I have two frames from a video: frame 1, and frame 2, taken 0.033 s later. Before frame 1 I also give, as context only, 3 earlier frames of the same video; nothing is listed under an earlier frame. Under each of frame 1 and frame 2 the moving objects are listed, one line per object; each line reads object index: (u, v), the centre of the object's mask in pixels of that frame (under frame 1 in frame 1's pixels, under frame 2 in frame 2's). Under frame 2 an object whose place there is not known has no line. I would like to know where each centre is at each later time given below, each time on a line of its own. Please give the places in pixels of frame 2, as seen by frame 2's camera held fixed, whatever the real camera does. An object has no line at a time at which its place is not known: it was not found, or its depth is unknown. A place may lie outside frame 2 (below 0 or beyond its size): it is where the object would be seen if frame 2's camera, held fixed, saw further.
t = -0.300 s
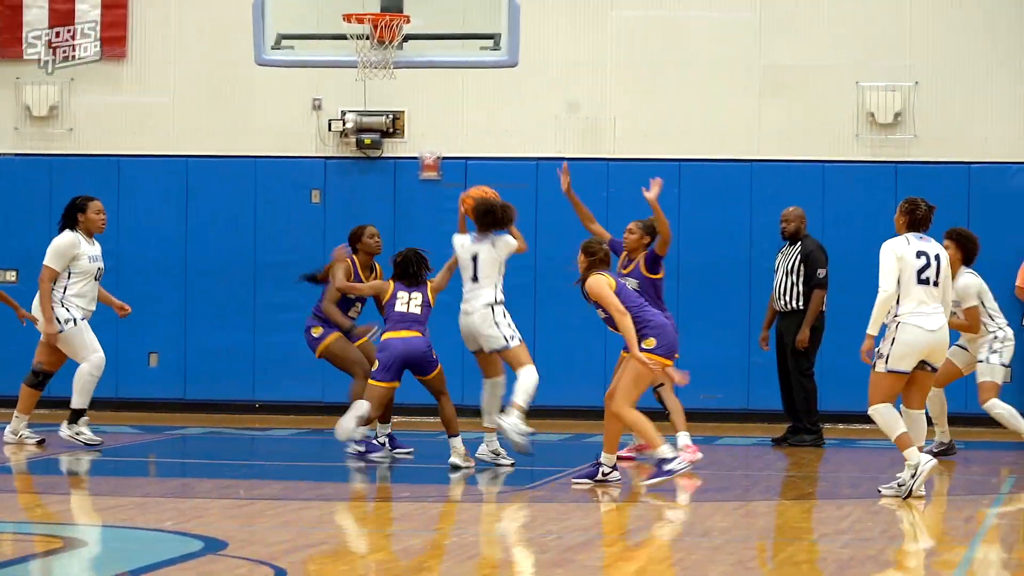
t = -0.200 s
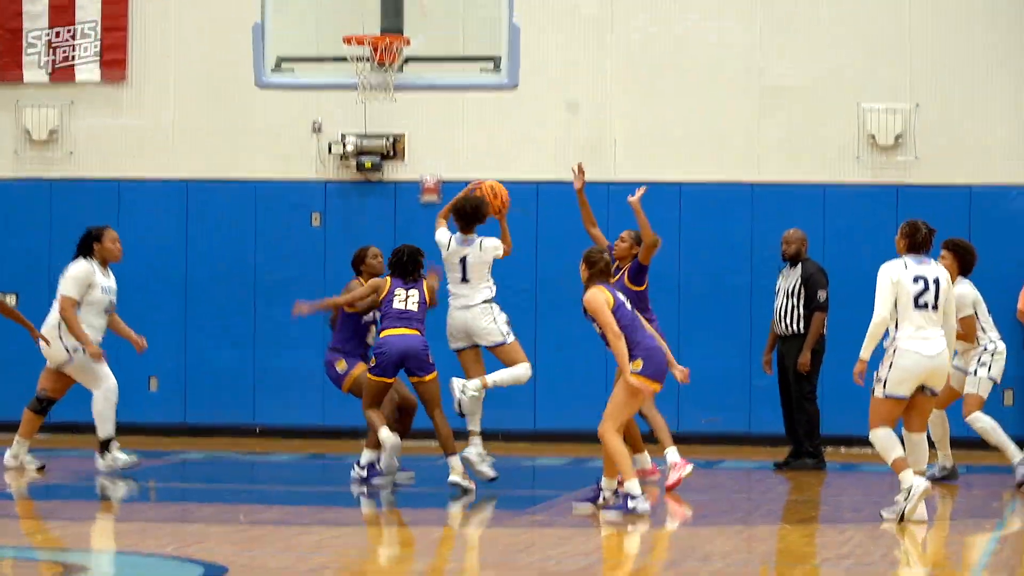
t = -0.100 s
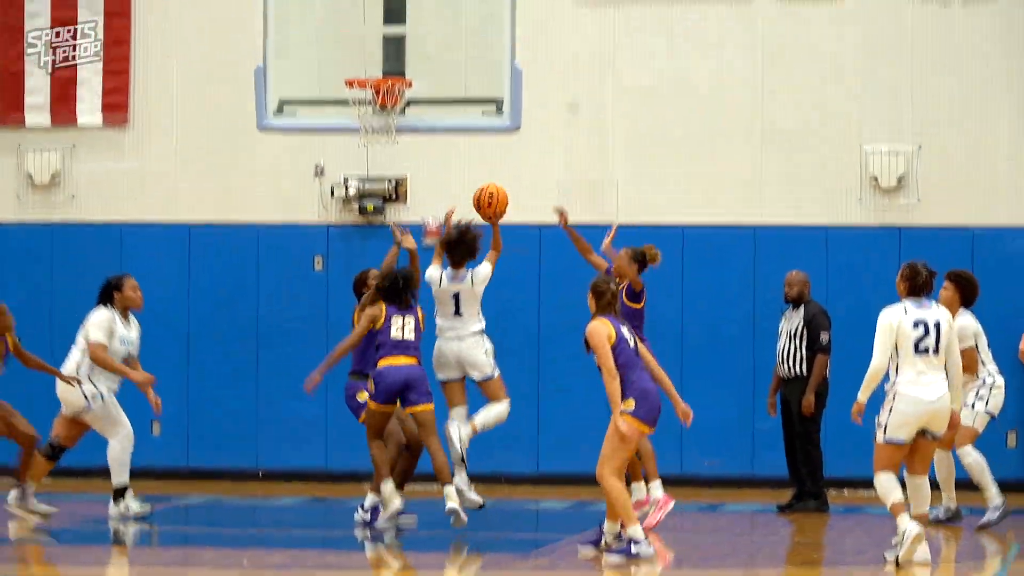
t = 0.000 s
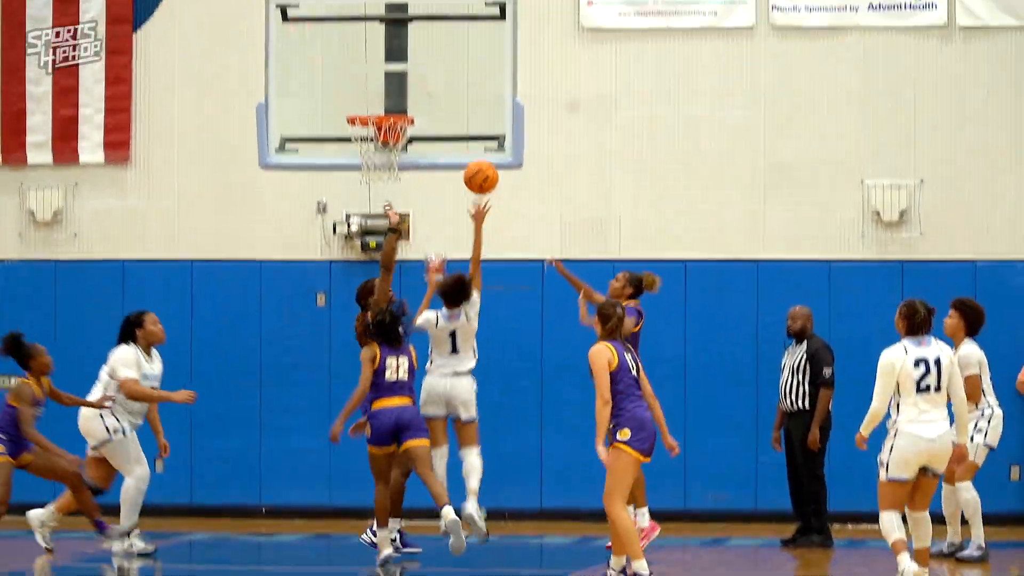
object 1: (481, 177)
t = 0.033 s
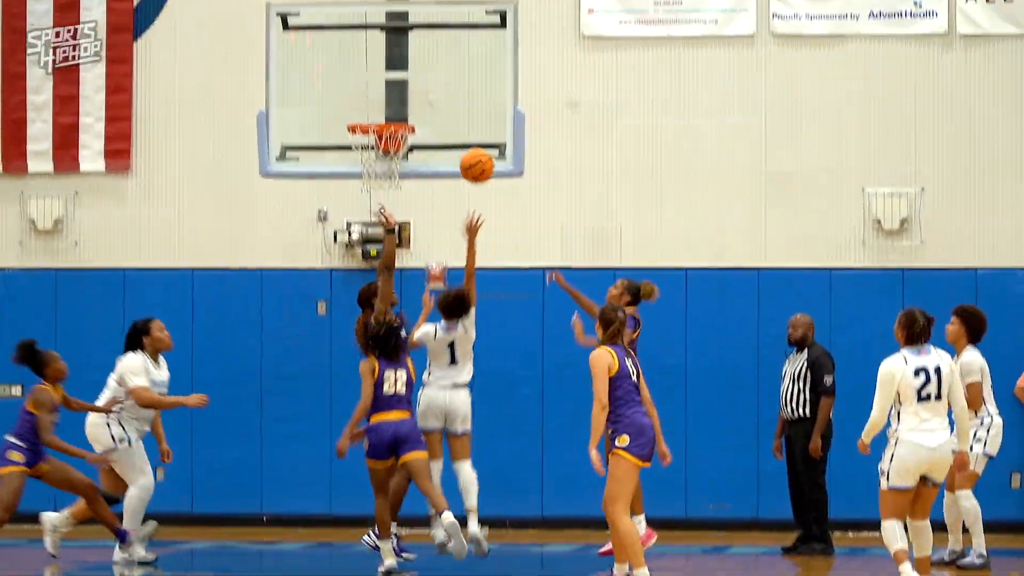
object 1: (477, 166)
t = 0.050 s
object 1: (474, 156)
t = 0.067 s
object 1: (472, 148)
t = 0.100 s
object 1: (467, 132)
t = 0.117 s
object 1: (465, 125)
